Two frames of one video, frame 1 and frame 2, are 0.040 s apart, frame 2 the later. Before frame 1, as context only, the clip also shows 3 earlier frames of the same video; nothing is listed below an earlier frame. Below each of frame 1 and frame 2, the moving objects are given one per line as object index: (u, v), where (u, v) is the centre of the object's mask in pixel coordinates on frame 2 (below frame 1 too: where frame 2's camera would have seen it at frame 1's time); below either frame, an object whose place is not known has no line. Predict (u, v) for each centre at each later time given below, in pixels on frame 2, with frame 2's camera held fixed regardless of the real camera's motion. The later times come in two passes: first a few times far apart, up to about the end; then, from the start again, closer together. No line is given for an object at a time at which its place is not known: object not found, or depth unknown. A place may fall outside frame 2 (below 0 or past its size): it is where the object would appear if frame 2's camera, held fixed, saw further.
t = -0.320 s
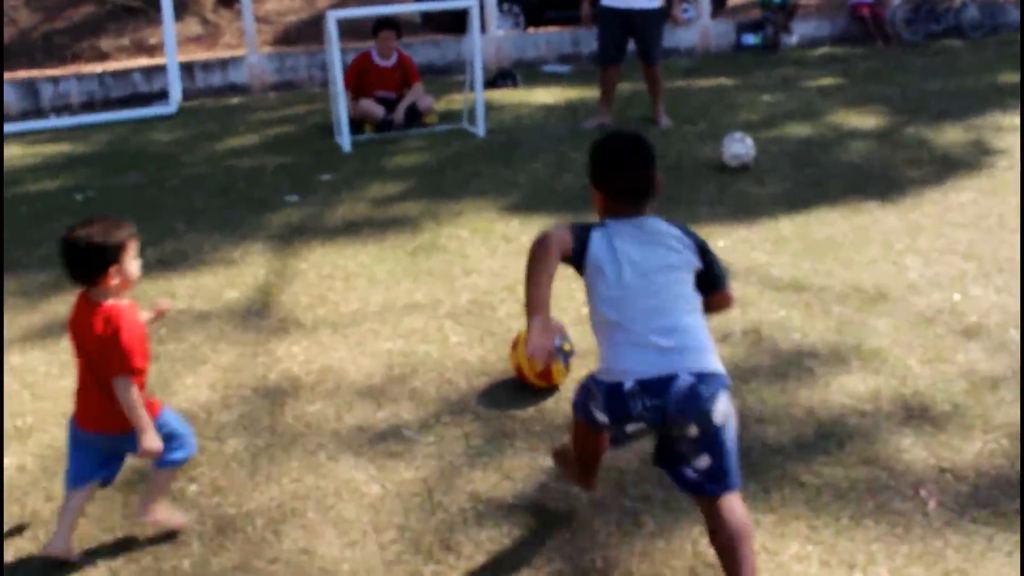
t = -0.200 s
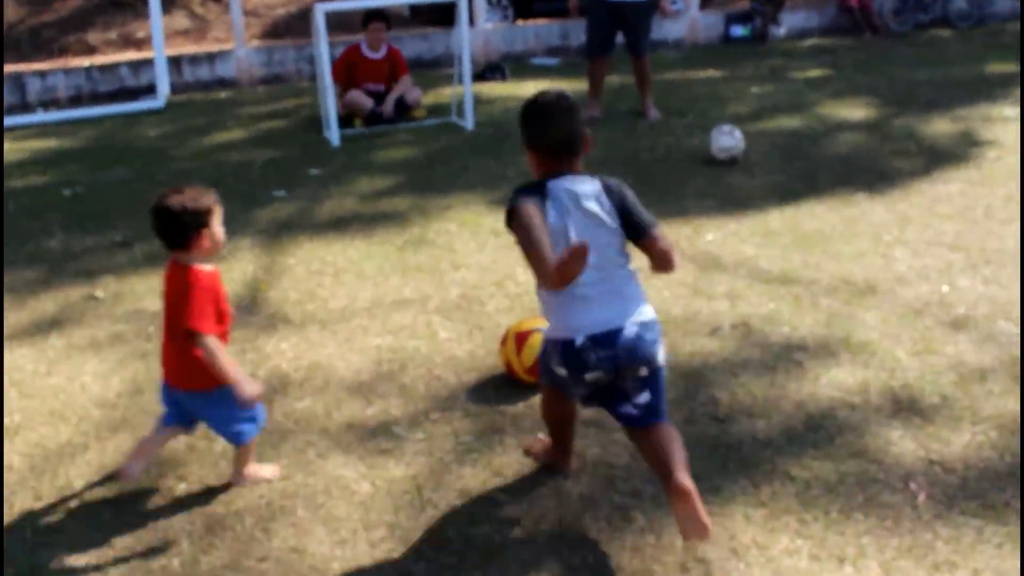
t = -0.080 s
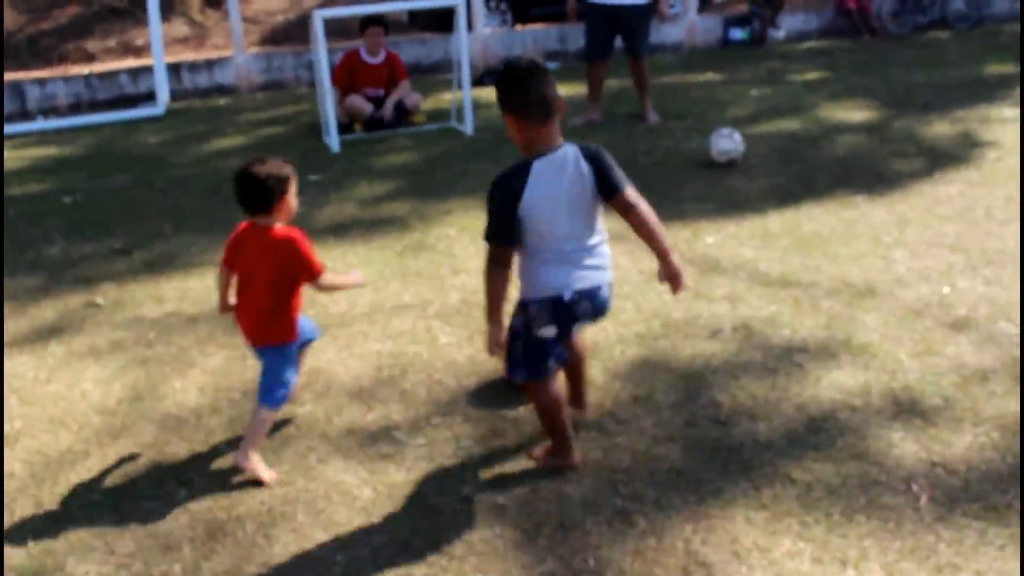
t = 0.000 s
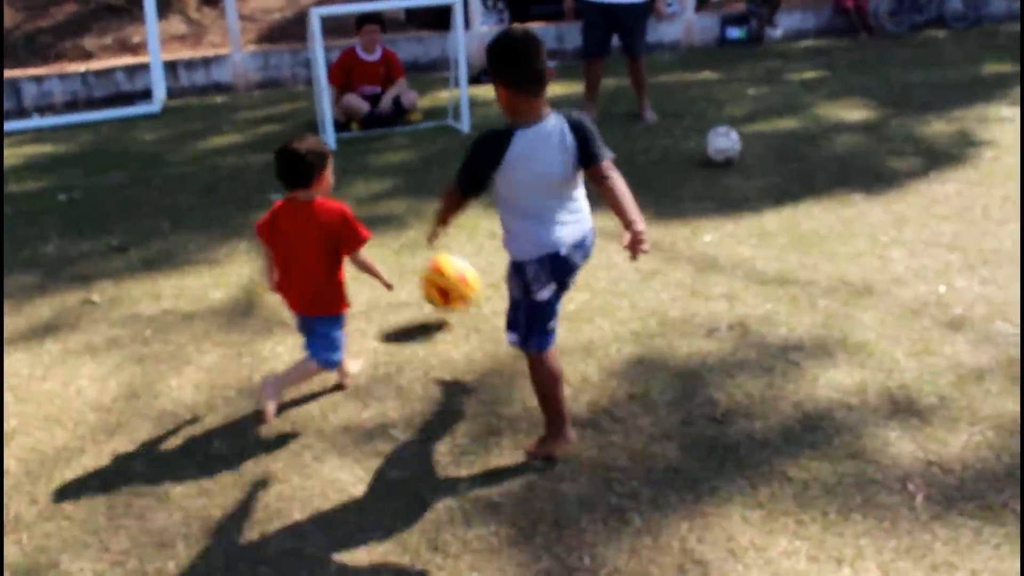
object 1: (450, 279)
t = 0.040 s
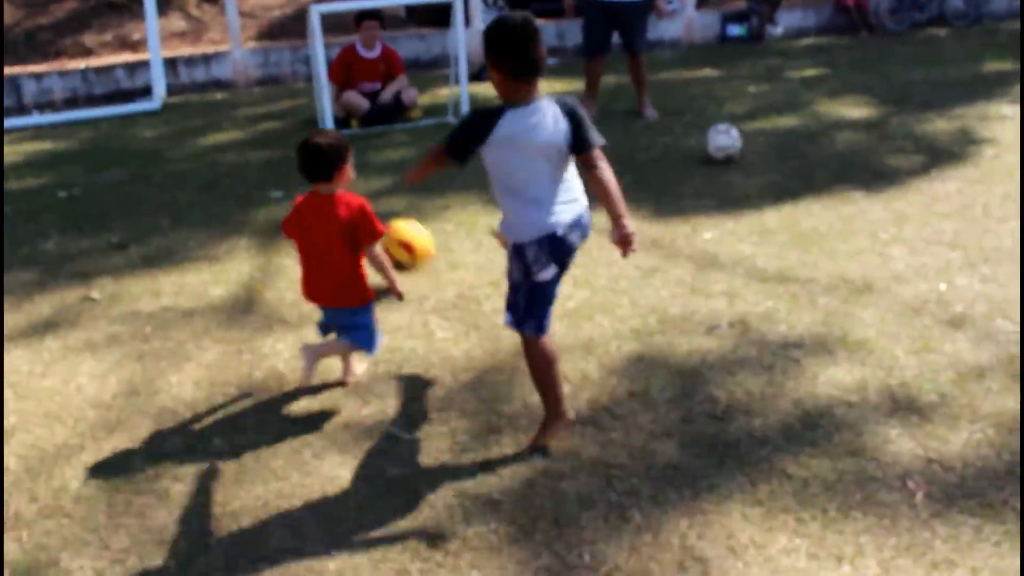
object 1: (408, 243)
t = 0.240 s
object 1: (267, 161)
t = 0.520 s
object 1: (180, 100)
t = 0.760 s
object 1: (233, 40)
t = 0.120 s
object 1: (329, 201)
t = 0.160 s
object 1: (310, 189)
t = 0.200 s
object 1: (287, 178)
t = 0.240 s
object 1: (267, 161)
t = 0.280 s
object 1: (251, 148)
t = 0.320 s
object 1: (235, 137)
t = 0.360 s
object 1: (221, 130)
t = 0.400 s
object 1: (210, 125)
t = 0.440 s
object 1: (198, 117)
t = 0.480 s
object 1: (189, 107)
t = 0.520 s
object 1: (180, 100)
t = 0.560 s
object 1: (174, 96)
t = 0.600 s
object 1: (166, 94)
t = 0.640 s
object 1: (170, 86)
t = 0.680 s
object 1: (190, 67)
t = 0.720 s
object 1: (212, 52)
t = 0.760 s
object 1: (233, 40)
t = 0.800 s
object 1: (254, 29)
